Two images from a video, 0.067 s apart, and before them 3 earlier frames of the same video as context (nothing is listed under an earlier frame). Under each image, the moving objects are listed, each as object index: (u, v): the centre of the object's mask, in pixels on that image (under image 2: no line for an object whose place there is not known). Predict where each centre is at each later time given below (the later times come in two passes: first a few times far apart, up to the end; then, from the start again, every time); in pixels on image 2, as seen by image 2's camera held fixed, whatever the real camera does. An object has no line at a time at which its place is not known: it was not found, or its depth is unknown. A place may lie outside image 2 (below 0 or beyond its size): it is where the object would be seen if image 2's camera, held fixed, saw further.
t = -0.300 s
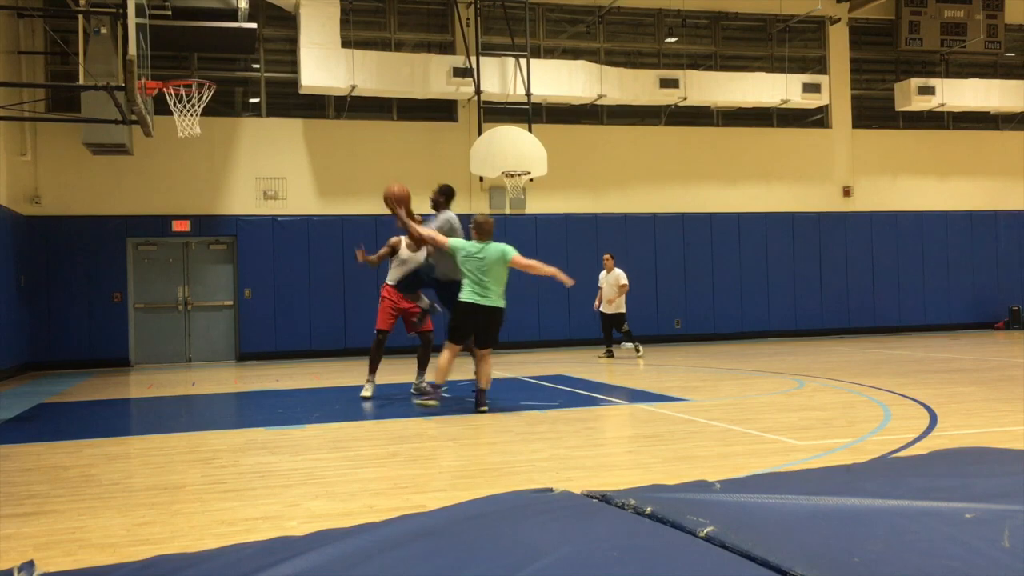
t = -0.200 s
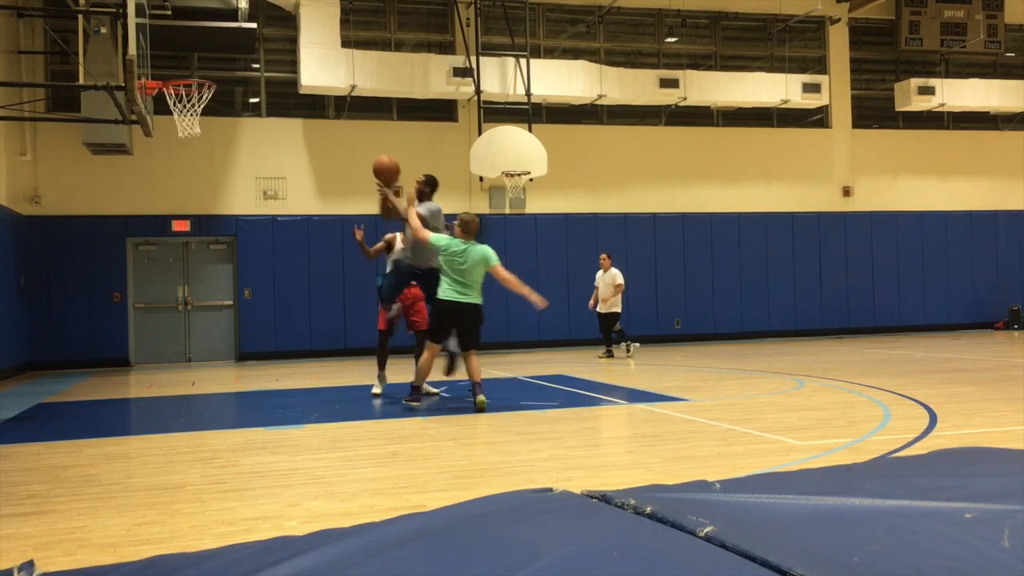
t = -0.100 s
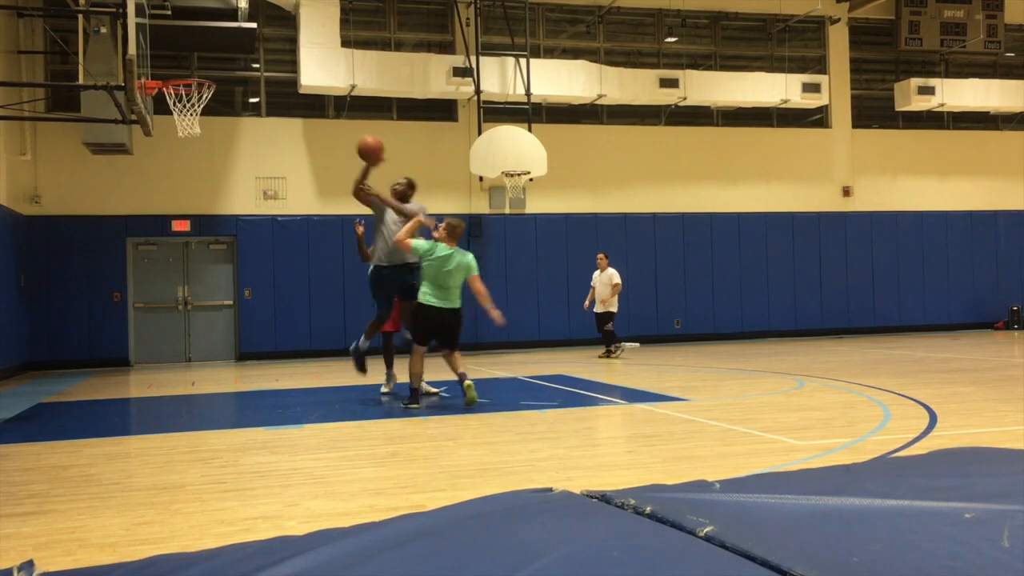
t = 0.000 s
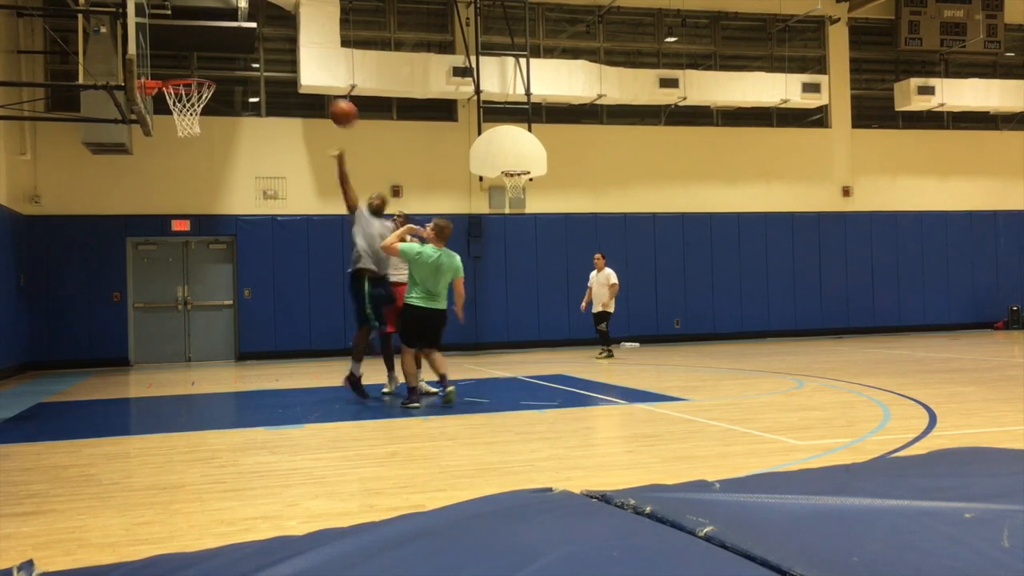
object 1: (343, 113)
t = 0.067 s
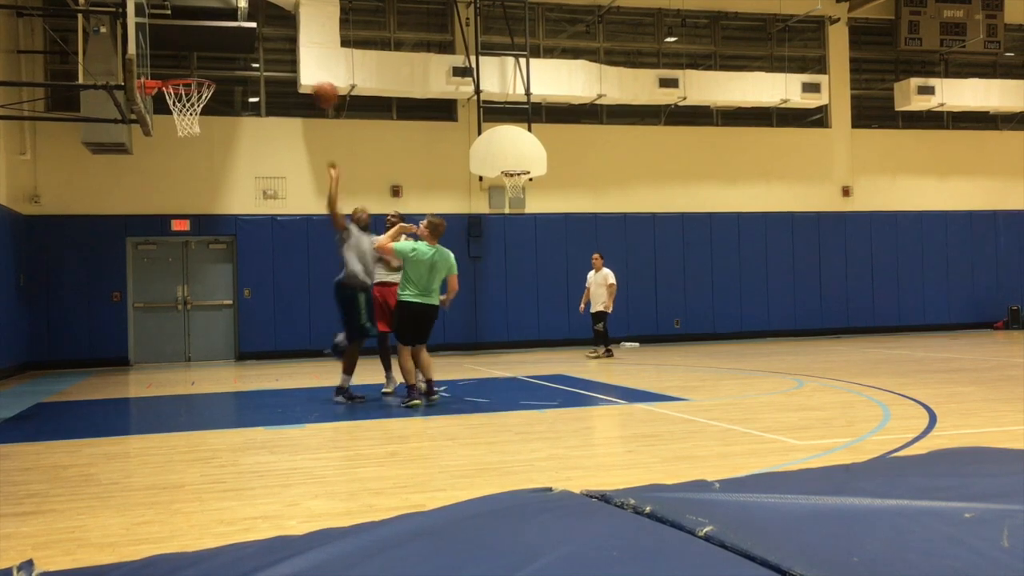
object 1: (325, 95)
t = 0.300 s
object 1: (265, 65)
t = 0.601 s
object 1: (262, 87)
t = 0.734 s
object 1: (296, 110)
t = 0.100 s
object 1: (317, 88)
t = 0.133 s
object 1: (307, 80)
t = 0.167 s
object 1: (298, 75)
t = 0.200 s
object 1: (289, 71)
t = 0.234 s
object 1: (282, 68)
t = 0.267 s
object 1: (274, 66)
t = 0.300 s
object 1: (265, 65)
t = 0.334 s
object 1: (257, 66)
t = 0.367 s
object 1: (249, 67)
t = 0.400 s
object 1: (240, 71)
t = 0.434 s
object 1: (232, 75)
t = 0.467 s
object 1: (227, 80)
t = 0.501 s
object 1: (235, 80)
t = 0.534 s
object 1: (244, 81)
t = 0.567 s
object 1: (253, 83)
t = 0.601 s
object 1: (262, 87)
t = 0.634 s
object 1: (270, 91)
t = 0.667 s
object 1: (280, 97)
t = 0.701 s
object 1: (288, 103)
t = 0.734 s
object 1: (296, 110)
